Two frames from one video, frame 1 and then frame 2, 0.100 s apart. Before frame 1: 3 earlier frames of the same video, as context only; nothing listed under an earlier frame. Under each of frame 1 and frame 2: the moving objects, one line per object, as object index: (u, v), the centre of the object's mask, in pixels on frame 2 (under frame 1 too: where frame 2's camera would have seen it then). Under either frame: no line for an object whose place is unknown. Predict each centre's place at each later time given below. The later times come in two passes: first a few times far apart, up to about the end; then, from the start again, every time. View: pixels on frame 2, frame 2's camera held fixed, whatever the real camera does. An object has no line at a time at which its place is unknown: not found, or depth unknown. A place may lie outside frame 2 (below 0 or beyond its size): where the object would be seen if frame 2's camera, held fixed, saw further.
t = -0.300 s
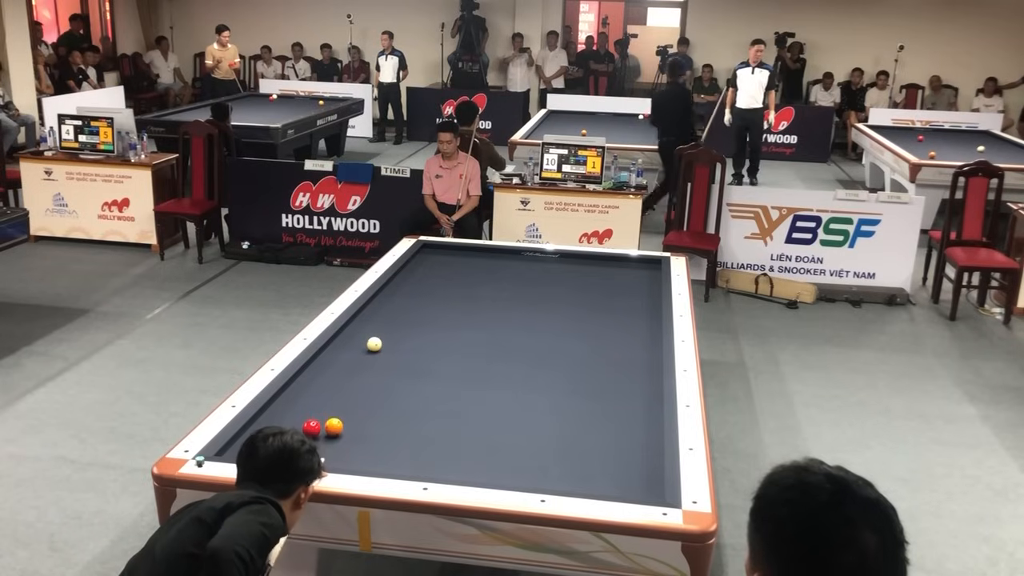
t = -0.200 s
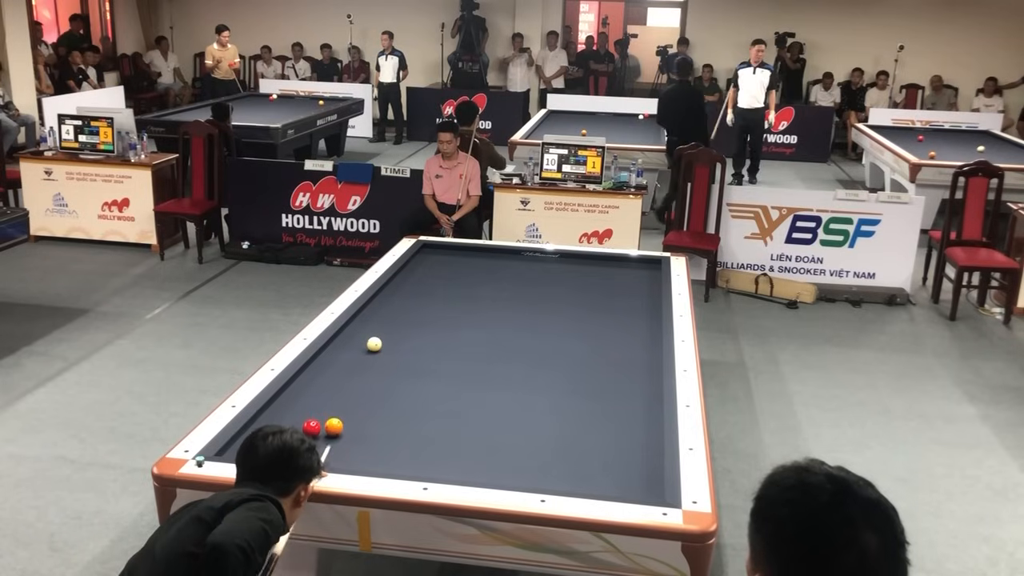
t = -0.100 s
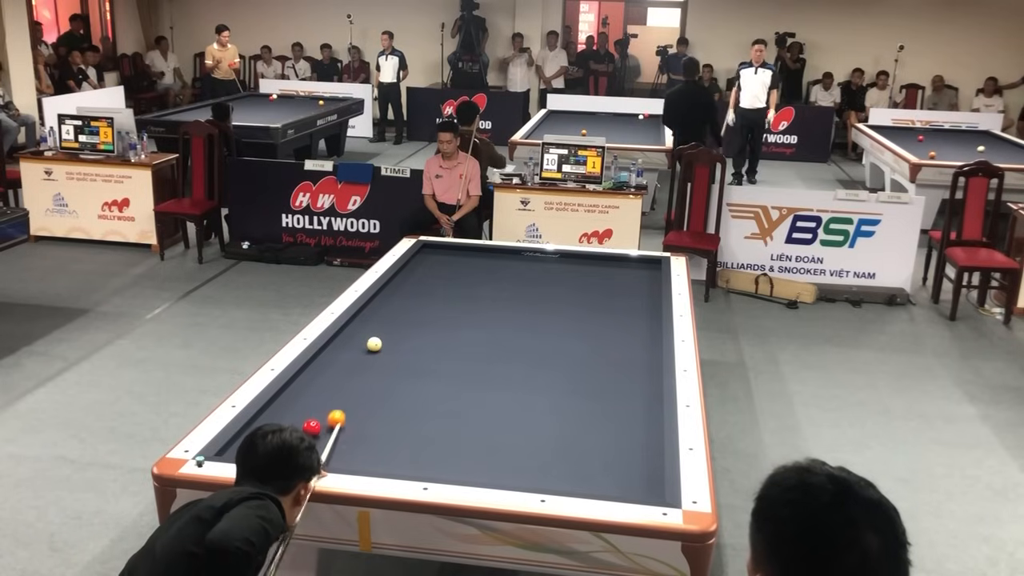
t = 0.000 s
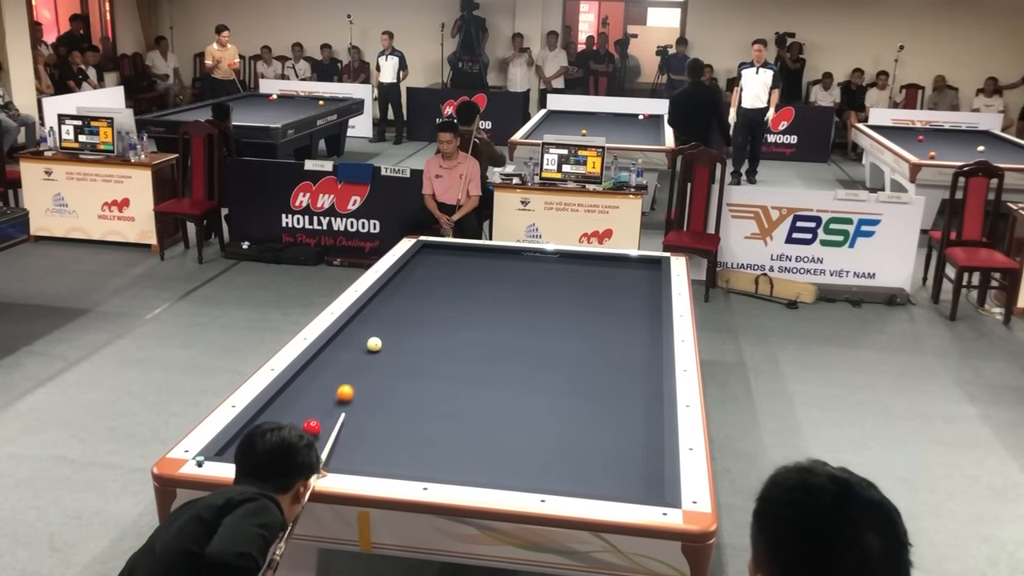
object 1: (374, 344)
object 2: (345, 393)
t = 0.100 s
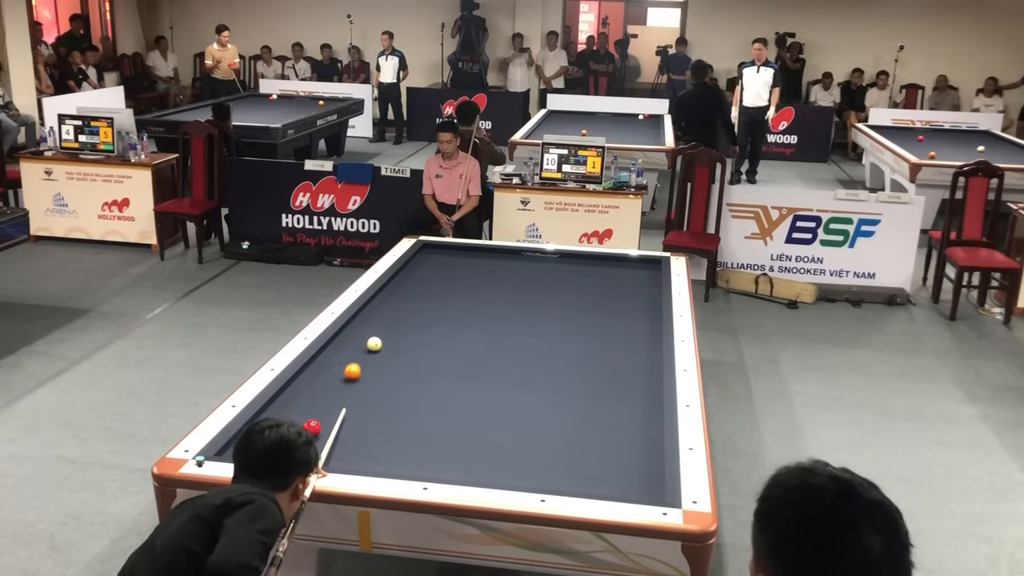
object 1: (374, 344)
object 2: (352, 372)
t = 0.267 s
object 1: (379, 343)
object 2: (357, 344)
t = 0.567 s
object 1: (429, 330)
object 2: (382, 318)
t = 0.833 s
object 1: (464, 321)
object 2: (427, 298)
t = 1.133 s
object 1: (501, 312)
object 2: (471, 279)
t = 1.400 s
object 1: (531, 305)
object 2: (504, 265)
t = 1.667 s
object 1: (558, 298)
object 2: (533, 253)
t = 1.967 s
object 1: (588, 291)
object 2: (564, 267)
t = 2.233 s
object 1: (612, 285)
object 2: (593, 278)
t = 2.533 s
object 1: (637, 278)
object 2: (628, 290)
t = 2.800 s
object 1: (654, 273)
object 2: (652, 302)
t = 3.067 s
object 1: (643, 267)
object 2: (631, 311)
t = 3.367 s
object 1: (633, 261)
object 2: (607, 321)
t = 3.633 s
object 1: (623, 260)
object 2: (585, 331)
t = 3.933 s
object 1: (612, 263)
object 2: (559, 342)
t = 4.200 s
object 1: (603, 264)
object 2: (535, 353)
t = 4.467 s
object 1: (593, 266)
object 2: (510, 364)
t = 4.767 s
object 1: (584, 268)
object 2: (480, 377)
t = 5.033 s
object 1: (574, 268)
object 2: (451, 390)
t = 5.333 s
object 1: (562, 268)
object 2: (418, 404)
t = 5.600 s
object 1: (557, 273)
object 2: (387, 418)
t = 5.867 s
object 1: (549, 275)
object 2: (354, 433)
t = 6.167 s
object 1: (541, 276)
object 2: (315, 450)
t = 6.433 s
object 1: (534, 278)
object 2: (286, 454)
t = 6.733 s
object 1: (527, 279)
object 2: (270, 442)
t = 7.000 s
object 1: (520, 280)
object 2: (258, 432)
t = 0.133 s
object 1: (374, 344)
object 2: (354, 366)
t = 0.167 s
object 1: (374, 344)
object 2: (357, 359)
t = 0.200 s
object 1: (374, 344)
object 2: (359, 354)
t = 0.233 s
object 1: (374, 344)
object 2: (360, 348)
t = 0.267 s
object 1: (379, 343)
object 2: (357, 344)
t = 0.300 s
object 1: (386, 341)
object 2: (352, 341)
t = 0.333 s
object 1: (393, 339)
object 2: (347, 338)
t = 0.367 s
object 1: (399, 338)
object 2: (343, 334)
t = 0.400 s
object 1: (404, 337)
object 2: (346, 331)
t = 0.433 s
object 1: (410, 335)
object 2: (354, 328)
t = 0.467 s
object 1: (415, 334)
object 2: (361, 326)
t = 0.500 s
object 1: (419, 333)
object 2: (369, 323)
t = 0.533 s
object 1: (424, 332)
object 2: (376, 320)
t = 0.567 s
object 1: (429, 330)
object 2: (382, 318)
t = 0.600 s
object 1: (433, 329)
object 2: (388, 315)
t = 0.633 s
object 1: (438, 328)
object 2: (394, 312)
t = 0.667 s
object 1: (442, 327)
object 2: (400, 310)
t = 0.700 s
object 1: (447, 326)
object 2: (406, 308)
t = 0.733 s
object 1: (451, 325)
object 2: (411, 305)
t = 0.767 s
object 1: (455, 324)
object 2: (417, 303)
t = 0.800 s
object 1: (460, 323)
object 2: (422, 301)
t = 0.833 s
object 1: (464, 321)
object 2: (427, 298)
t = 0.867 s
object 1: (468, 320)
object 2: (432, 296)
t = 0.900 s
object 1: (472, 320)
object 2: (437, 294)
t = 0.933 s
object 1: (477, 319)
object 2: (443, 292)
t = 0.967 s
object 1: (481, 317)
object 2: (447, 289)
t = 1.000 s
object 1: (485, 316)
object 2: (452, 288)
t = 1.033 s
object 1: (489, 316)
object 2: (457, 286)
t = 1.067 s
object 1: (493, 314)
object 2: (462, 283)
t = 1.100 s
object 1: (497, 313)
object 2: (466, 281)
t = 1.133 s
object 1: (501, 312)
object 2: (471, 279)
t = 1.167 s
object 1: (504, 312)
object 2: (475, 277)
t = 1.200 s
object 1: (508, 311)
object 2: (480, 276)
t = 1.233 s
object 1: (512, 310)
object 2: (484, 274)
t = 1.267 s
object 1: (516, 309)
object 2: (488, 272)
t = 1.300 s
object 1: (520, 308)
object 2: (492, 270)
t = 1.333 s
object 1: (523, 307)
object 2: (496, 268)
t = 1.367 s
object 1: (527, 306)
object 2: (500, 267)
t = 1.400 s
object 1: (531, 305)
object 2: (504, 265)
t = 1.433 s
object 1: (534, 304)
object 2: (508, 263)
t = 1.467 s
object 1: (538, 303)
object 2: (512, 262)
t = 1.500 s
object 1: (541, 302)
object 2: (516, 260)
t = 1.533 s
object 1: (545, 301)
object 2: (519, 258)
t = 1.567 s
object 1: (548, 301)
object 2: (523, 257)
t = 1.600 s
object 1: (552, 300)
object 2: (527, 255)
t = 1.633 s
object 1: (555, 299)
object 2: (530, 253)
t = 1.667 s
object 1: (558, 298)
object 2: (533, 253)
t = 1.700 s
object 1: (562, 297)
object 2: (537, 255)
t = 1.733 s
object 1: (565, 297)
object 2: (540, 256)
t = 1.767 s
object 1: (568, 296)
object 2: (543, 258)
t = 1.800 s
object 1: (572, 295)
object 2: (547, 259)
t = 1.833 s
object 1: (575, 294)
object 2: (550, 261)
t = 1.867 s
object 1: (578, 293)
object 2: (554, 263)
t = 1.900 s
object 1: (581, 293)
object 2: (557, 264)
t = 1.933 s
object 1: (585, 292)
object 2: (560, 265)
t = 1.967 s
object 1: (588, 291)
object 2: (564, 267)
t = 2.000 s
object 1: (591, 290)
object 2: (567, 268)
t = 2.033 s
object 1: (594, 289)
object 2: (571, 269)
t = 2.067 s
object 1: (597, 288)
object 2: (574, 271)
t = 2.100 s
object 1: (600, 288)
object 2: (578, 272)
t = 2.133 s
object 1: (603, 287)
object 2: (582, 273)
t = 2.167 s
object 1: (606, 286)
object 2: (585, 275)
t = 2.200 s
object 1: (609, 286)
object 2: (589, 276)
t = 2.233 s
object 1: (612, 285)
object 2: (593, 278)
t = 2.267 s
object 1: (615, 284)
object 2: (596, 279)
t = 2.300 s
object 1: (618, 283)
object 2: (600, 280)
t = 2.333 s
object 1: (621, 283)
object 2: (604, 282)
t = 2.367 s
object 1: (624, 282)
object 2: (608, 283)
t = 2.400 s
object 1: (627, 281)
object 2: (612, 285)
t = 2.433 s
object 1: (629, 280)
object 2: (616, 286)
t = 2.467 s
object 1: (632, 280)
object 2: (620, 287)
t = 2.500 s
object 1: (635, 279)
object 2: (624, 289)
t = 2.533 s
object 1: (637, 278)
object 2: (628, 290)
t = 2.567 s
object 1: (640, 278)
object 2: (632, 292)
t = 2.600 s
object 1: (643, 277)
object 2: (636, 293)
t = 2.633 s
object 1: (645, 276)
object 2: (640, 295)
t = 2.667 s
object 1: (648, 276)
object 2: (644, 297)
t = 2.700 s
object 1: (651, 275)
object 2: (648, 298)
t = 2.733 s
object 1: (654, 274)
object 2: (652, 300)
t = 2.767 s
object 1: (656, 274)
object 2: (655, 301)
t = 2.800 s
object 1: (654, 273)
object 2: (652, 302)
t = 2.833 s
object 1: (652, 272)
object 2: (649, 303)
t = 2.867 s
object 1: (651, 271)
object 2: (646, 304)
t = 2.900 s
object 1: (649, 271)
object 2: (644, 305)
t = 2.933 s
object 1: (648, 270)
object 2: (641, 306)
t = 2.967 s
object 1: (647, 269)
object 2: (639, 307)
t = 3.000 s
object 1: (646, 268)
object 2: (636, 308)
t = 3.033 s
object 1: (644, 268)
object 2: (633, 310)
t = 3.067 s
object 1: (643, 267)
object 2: (631, 311)
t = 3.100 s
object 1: (642, 267)
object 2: (628, 312)
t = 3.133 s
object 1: (641, 266)
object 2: (626, 313)
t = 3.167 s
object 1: (640, 265)
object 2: (623, 315)
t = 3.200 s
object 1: (638, 264)
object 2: (620, 315)
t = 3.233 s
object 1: (637, 264)
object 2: (618, 317)
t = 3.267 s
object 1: (636, 263)
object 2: (615, 318)
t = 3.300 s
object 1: (635, 262)
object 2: (613, 319)
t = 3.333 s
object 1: (634, 262)
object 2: (610, 320)
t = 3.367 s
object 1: (633, 261)
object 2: (607, 321)
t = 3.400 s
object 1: (631, 261)
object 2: (605, 323)
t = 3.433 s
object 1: (630, 260)
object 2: (602, 324)
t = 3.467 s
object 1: (629, 259)
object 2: (599, 325)
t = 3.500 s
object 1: (628, 259)
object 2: (596, 326)
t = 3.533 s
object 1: (627, 260)
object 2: (593, 327)
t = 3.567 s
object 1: (626, 260)
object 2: (591, 328)
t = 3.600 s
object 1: (624, 260)
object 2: (588, 330)
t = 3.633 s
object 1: (623, 260)
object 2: (585, 331)
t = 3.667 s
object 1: (622, 261)
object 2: (582, 332)
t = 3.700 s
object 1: (621, 261)
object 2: (580, 334)
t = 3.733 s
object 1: (620, 261)
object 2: (577, 335)
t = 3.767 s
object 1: (618, 261)
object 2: (574, 336)
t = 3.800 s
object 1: (617, 261)
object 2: (571, 338)
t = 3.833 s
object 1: (616, 262)
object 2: (568, 339)
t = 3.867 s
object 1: (615, 262)
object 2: (565, 340)
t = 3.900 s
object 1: (613, 262)
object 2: (562, 341)
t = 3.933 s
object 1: (612, 263)
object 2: (559, 342)
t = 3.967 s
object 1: (611, 263)
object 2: (556, 344)
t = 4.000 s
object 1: (610, 263)
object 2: (553, 345)
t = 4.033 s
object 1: (609, 263)
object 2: (550, 347)
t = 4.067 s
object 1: (607, 263)
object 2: (547, 348)
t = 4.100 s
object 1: (606, 264)
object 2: (544, 349)
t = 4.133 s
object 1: (605, 264)
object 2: (541, 350)
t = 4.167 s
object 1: (604, 264)
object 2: (538, 352)
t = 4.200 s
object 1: (603, 264)
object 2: (535, 353)
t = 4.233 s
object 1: (602, 265)
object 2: (532, 354)
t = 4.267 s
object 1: (600, 265)
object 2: (529, 356)
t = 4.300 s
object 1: (599, 265)
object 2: (525, 357)
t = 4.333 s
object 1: (598, 265)
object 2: (523, 358)
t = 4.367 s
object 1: (597, 265)
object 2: (519, 360)
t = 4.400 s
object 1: (596, 266)
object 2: (516, 361)
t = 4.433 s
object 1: (595, 266)
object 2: (513, 362)
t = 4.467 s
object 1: (593, 266)
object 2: (510, 364)
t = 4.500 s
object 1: (592, 266)
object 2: (506, 366)
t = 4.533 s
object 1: (591, 267)
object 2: (503, 367)
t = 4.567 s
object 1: (590, 267)
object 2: (500, 368)
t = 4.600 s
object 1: (589, 267)
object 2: (497, 370)
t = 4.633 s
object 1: (588, 267)
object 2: (493, 371)
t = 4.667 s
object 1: (587, 267)
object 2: (490, 373)
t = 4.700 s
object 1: (586, 268)
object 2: (486, 374)
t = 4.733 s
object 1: (585, 268)
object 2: (483, 376)
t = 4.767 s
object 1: (584, 268)
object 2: (480, 377)
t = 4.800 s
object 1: (582, 268)
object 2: (476, 379)
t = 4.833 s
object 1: (581, 268)
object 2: (473, 380)
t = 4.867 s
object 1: (580, 269)
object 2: (469, 382)
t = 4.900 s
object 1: (579, 269)
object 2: (466, 383)
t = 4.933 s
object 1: (578, 269)
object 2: (462, 385)
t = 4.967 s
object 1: (576, 268)
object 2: (459, 386)
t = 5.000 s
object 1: (575, 268)
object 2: (455, 388)
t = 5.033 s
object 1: (574, 268)
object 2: (451, 390)
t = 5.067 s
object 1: (573, 267)
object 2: (448, 391)
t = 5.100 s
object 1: (572, 267)
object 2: (444, 393)
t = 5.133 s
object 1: (571, 266)
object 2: (441, 394)
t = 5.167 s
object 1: (570, 266)
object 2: (437, 396)
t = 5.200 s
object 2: (433, 398)
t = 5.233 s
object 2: (430, 399)
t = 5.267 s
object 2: (426, 401)
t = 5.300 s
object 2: (422, 403)
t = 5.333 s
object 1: (562, 268)
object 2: (418, 404)
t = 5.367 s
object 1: (561, 268)
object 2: (414, 406)
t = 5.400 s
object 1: (560, 270)
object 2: (411, 408)
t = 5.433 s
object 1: (561, 272)
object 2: (407, 410)
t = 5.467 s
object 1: (561, 272)
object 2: (403, 411)
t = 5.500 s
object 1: (560, 273)
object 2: (399, 413)
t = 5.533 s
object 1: (559, 273)
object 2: (395, 415)
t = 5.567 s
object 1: (558, 273)
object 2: (391, 417)
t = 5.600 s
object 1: (557, 273)
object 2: (387, 418)
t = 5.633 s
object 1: (556, 273)
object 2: (383, 420)
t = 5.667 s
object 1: (555, 273)
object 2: (379, 422)
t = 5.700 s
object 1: (554, 274)
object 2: (375, 423)
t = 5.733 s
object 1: (553, 274)
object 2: (371, 425)
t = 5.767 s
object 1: (552, 274)
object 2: (367, 427)
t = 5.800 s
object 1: (551, 274)
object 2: (362, 429)
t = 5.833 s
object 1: (550, 274)
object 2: (358, 431)
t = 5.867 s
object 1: (549, 275)
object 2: (354, 433)
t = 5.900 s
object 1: (548, 275)
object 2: (350, 434)
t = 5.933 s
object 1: (547, 275)
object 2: (346, 436)
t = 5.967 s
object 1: (547, 275)
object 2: (342, 439)
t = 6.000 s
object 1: (546, 275)
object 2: (337, 441)
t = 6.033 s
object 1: (545, 276)
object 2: (333, 442)
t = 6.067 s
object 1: (544, 276)
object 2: (329, 444)
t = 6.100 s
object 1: (543, 276)
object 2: (324, 446)
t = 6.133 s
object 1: (542, 276)
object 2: (319, 448)
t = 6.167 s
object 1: (541, 276)
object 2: (315, 450)
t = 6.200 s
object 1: (540, 276)
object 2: (311, 452)
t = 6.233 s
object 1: (539, 277)
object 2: (306, 453)
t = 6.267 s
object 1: (539, 277)
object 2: (302, 454)
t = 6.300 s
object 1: (538, 277)
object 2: (297, 456)
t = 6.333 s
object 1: (537, 277)
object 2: (293, 456)
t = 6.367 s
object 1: (536, 277)
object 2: (290, 456)
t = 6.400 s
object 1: (535, 278)
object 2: (288, 455)
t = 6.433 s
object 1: (534, 278)
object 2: (286, 454)
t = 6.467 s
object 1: (533, 278)
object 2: (285, 453)
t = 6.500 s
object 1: (532, 278)
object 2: (282, 452)
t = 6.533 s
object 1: (532, 278)
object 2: (281, 451)
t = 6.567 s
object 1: (531, 278)
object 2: (279, 450)
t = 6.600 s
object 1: (530, 278)
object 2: (277, 448)
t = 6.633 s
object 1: (529, 279)
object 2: (275, 447)
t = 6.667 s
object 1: (528, 279)
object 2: (274, 445)
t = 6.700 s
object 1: (527, 279)
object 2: (272, 444)
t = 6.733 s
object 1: (527, 279)
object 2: (270, 442)
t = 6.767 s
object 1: (526, 279)
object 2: (269, 441)
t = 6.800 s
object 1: (525, 279)
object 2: (267, 440)
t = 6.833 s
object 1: (524, 279)
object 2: (266, 438)
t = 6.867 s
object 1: (523, 280)
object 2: (264, 437)
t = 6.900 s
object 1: (523, 280)
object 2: (262, 435)
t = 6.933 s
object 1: (522, 280)
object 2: (260, 434)
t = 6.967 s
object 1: (521, 280)
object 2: (259, 433)
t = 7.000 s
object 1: (520, 280)
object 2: (258, 432)
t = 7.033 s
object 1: (520, 281)
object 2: (256, 430)
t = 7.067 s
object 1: (519, 281)
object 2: (255, 429)
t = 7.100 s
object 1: (518, 281)
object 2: (253, 427)
